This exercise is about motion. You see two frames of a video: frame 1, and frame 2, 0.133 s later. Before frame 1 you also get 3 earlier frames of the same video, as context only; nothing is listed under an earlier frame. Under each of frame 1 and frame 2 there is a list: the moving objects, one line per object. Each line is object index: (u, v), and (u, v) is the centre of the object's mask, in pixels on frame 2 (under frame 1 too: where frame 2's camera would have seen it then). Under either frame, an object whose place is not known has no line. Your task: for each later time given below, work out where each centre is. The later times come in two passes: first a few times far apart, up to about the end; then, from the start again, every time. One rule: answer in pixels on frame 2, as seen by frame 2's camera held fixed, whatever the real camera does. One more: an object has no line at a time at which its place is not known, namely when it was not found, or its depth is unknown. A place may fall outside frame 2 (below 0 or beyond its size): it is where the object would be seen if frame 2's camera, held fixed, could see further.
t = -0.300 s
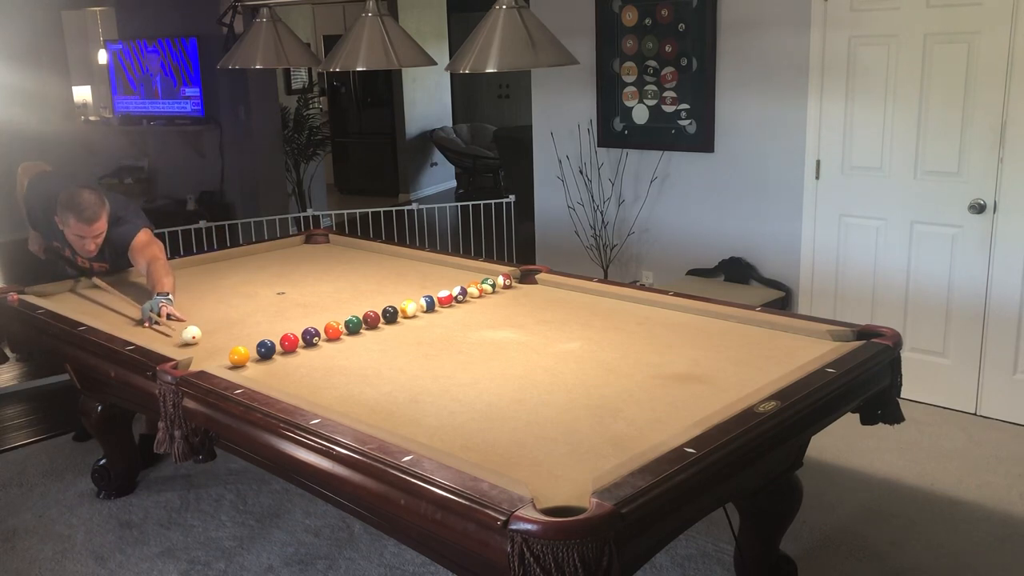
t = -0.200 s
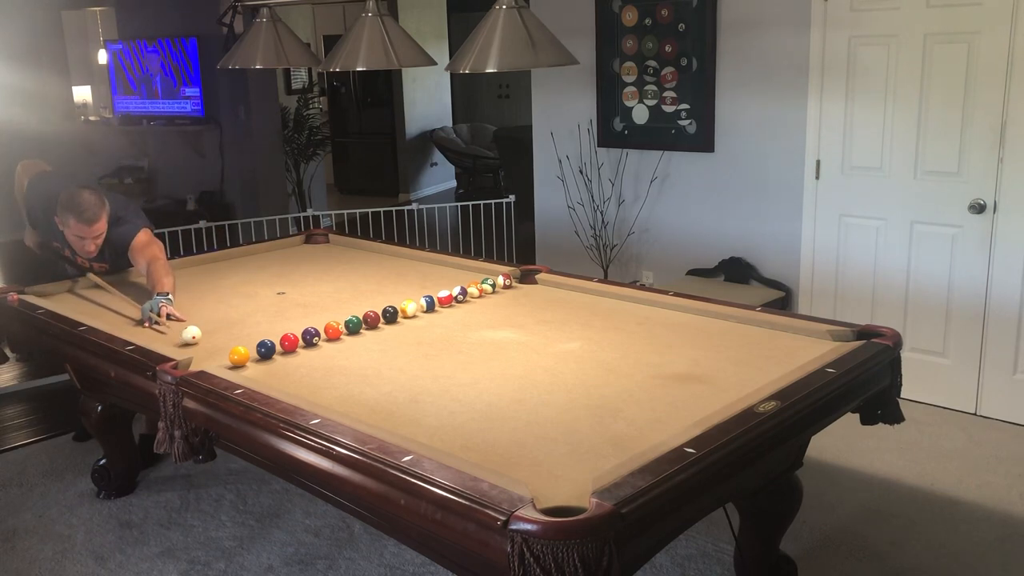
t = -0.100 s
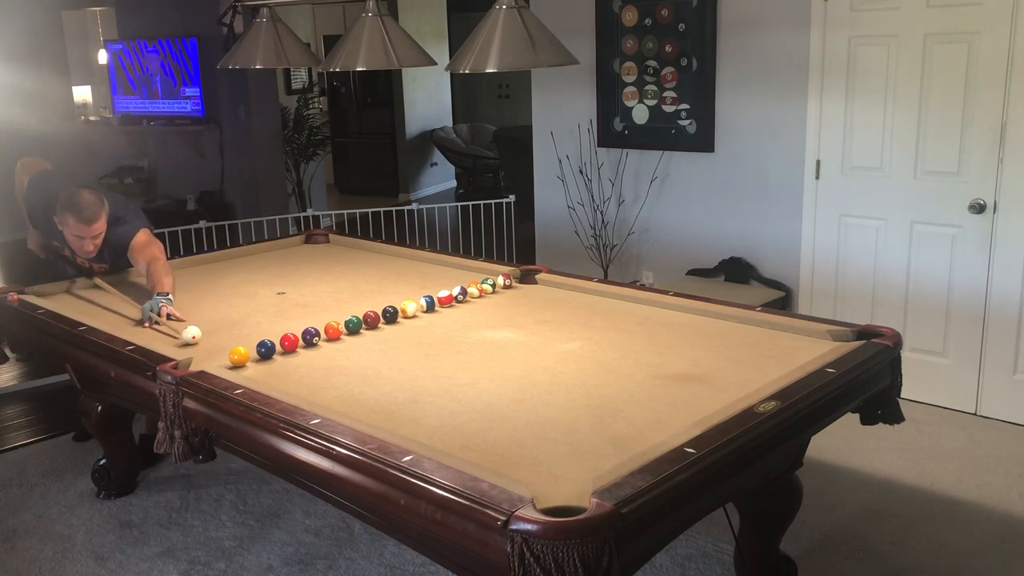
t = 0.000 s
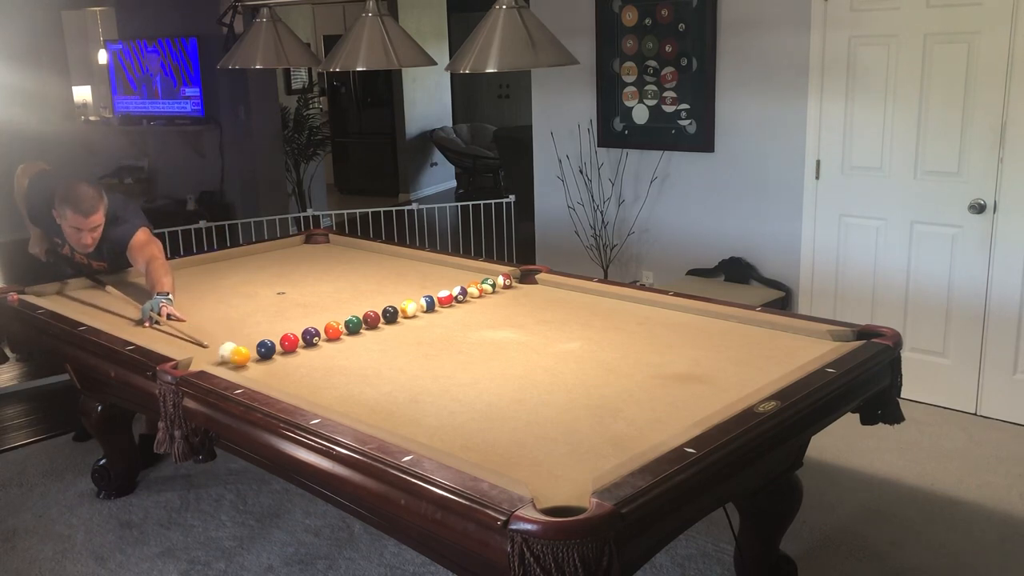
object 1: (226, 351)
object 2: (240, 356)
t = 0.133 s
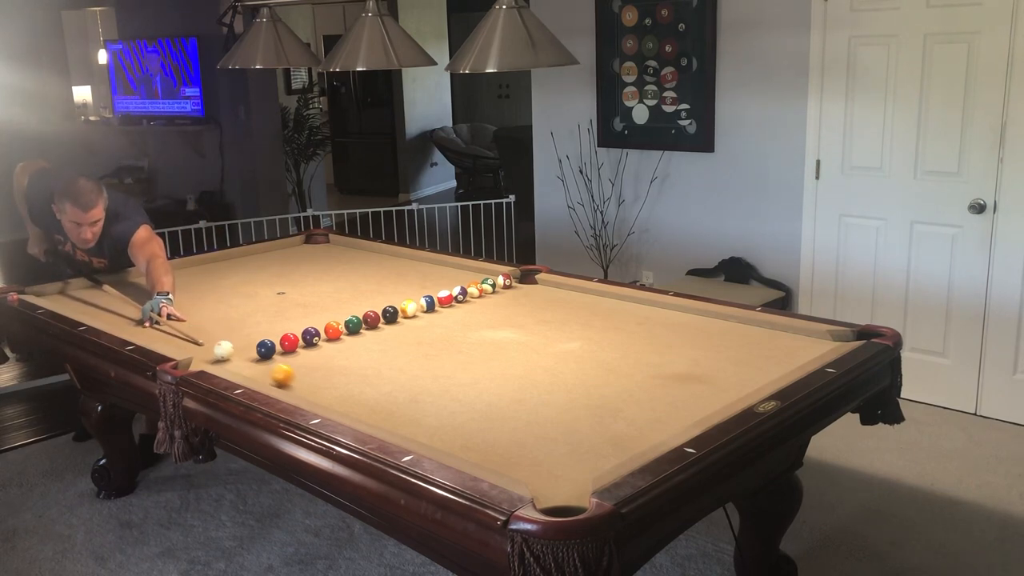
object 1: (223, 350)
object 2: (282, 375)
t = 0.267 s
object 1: (217, 348)
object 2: (322, 392)
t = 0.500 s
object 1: (207, 344)
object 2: (404, 424)
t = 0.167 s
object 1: (222, 350)
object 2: (292, 379)
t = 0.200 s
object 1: (220, 349)
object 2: (302, 384)
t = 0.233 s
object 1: (219, 348)
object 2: (312, 388)
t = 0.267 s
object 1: (217, 348)
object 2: (322, 392)
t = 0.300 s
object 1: (216, 347)
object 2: (333, 396)
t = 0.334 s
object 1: (214, 346)
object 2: (344, 401)
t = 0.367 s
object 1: (212, 346)
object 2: (355, 405)
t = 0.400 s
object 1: (211, 345)
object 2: (367, 410)
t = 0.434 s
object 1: (210, 345)
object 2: (379, 415)
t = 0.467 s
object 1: (209, 345)
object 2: (391, 420)
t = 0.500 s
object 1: (207, 344)
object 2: (404, 424)
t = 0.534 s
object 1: (206, 343)
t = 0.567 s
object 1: (205, 343)
